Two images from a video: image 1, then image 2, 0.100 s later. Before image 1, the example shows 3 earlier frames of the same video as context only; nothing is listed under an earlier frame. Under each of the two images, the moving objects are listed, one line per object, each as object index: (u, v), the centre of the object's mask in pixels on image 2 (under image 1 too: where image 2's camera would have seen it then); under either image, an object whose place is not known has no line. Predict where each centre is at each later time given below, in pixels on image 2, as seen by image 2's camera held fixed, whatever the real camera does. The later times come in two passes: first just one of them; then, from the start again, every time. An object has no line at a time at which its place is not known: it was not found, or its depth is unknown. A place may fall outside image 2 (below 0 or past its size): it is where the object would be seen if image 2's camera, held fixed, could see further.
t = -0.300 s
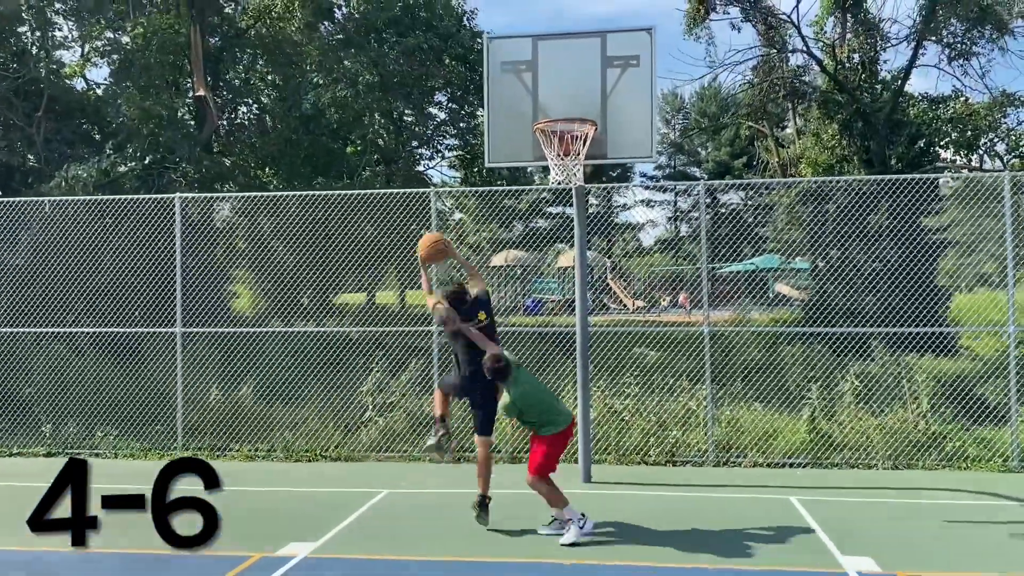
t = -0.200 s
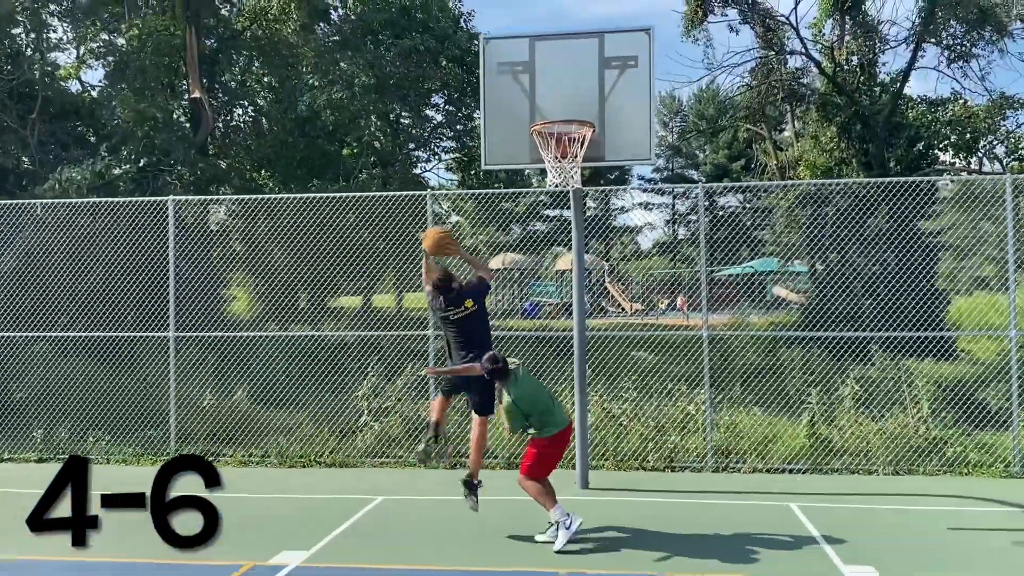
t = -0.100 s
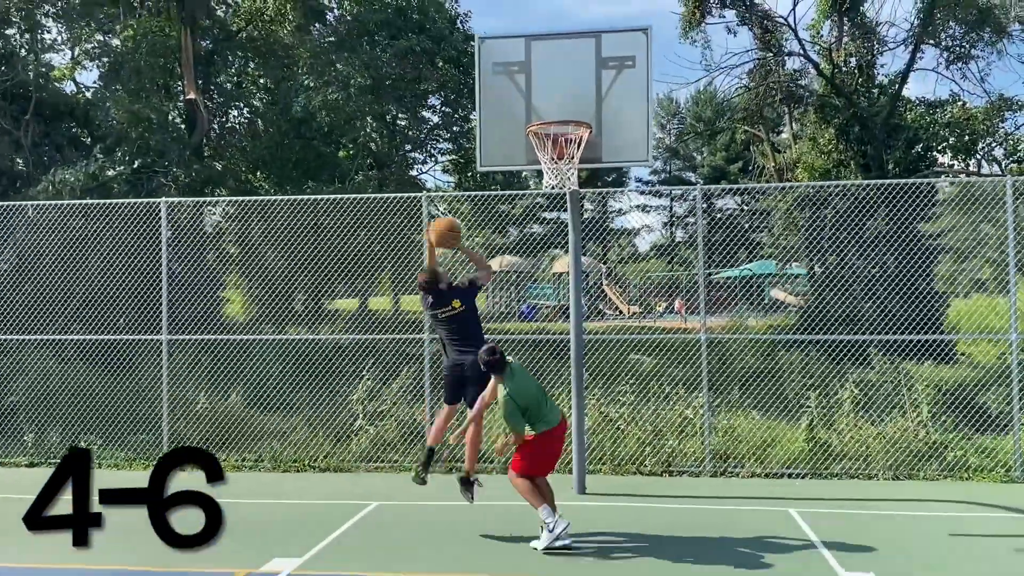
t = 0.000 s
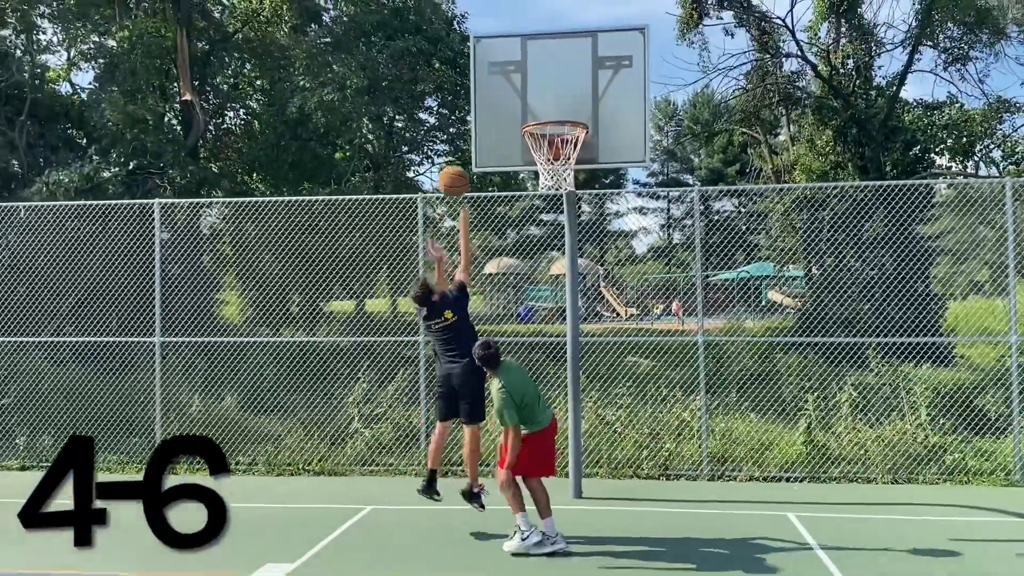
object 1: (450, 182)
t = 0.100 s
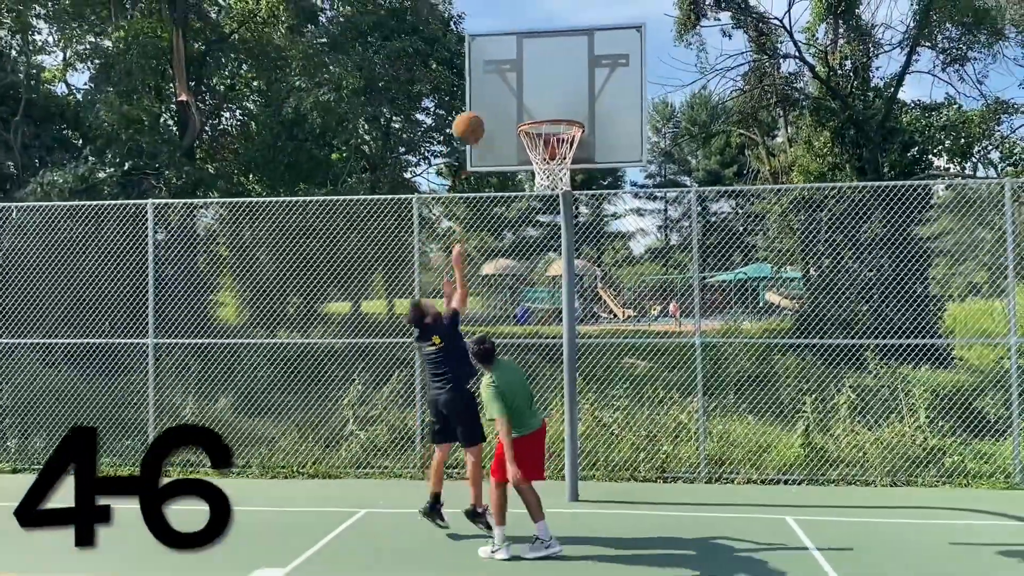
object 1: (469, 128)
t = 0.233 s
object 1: (493, 78)
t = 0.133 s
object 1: (475, 113)
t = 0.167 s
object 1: (481, 100)
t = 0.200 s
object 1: (488, 88)
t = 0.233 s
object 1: (493, 78)
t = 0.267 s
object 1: (497, 74)
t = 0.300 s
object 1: (500, 70)
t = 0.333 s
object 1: (503, 67)
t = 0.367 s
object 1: (506, 67)
